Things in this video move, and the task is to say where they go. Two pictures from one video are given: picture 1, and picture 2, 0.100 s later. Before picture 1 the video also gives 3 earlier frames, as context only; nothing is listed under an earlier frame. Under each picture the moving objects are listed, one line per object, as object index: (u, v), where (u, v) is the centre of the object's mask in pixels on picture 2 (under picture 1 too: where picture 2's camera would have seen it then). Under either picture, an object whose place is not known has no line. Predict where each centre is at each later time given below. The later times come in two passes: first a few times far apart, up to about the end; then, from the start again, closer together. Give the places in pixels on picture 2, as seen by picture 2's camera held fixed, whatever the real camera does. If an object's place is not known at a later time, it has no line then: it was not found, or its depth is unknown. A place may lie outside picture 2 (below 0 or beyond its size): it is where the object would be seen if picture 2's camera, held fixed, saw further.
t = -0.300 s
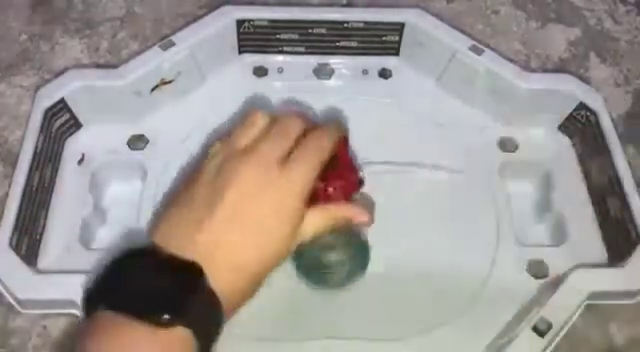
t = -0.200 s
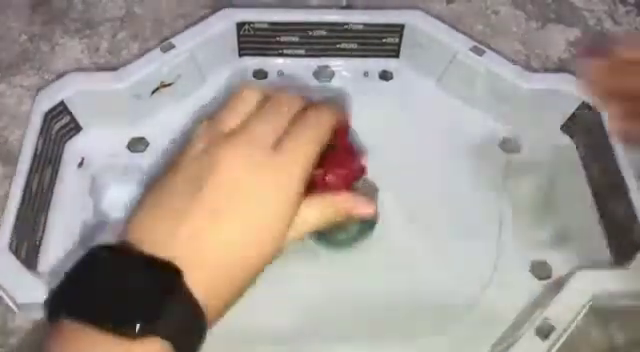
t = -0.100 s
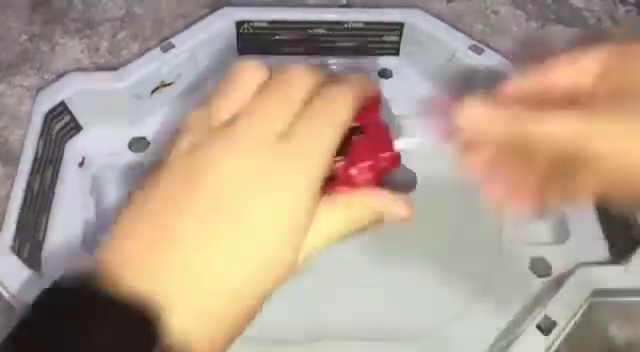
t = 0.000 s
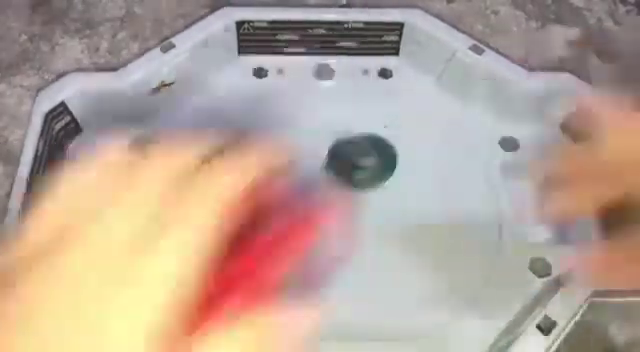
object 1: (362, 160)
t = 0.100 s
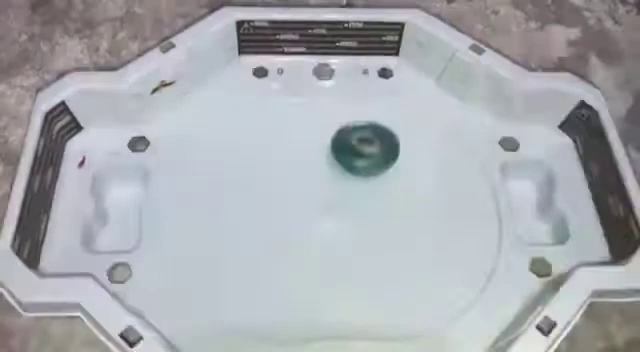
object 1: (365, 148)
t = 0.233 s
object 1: (357, 156)
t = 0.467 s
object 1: (329, 203)
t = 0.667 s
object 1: (294, 243)
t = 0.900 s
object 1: (279, 224)
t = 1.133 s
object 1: (299, 190)
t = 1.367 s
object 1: (315, 175)
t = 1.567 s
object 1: (314, 180)
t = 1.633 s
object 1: (311, 185)
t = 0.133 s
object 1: (364, 148)
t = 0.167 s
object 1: (362, 149)
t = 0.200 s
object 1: (360, 152)
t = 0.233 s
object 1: (357, 156)
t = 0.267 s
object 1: (354, 162)
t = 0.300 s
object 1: (349, 169)
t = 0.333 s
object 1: (345, 176)
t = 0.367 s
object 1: (339, 185)
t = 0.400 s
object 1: (335, 191)
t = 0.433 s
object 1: (332, 197)
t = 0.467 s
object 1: (329, 203)
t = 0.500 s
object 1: (324, 212)
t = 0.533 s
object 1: (318, 220)
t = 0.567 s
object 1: (312, 228)
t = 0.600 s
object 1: (306, 234)
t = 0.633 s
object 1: (300, 239)
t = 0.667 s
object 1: (294, 243)
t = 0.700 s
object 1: (289, 244)
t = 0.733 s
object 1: (285, 244)
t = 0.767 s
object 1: (281, 242)
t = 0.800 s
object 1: (279, 239)
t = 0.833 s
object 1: (278, 234)
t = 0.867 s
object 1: (278, 229)
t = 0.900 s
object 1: (279, 224)
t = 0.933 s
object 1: (281, 218)
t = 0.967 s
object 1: (283, 213)
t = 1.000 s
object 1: (286, 208)
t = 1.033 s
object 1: (289, 203)
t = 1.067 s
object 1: (292, 198)
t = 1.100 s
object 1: (296, 194)
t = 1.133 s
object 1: (299, 190)
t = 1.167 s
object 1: (302, 186)
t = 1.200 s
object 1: (305, 183)
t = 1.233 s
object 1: (308, 180)
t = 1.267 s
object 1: (310, 178)
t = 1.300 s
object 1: (312, 177)
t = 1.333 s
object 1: (314, 175)
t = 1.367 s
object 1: (315, 175)
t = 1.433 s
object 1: (316, 176)
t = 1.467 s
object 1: (316, 174)
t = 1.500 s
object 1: (316, 176)
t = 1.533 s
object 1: (315, 180)
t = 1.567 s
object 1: (314, 180)
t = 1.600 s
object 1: (313, 183)
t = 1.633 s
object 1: (311, 185)
